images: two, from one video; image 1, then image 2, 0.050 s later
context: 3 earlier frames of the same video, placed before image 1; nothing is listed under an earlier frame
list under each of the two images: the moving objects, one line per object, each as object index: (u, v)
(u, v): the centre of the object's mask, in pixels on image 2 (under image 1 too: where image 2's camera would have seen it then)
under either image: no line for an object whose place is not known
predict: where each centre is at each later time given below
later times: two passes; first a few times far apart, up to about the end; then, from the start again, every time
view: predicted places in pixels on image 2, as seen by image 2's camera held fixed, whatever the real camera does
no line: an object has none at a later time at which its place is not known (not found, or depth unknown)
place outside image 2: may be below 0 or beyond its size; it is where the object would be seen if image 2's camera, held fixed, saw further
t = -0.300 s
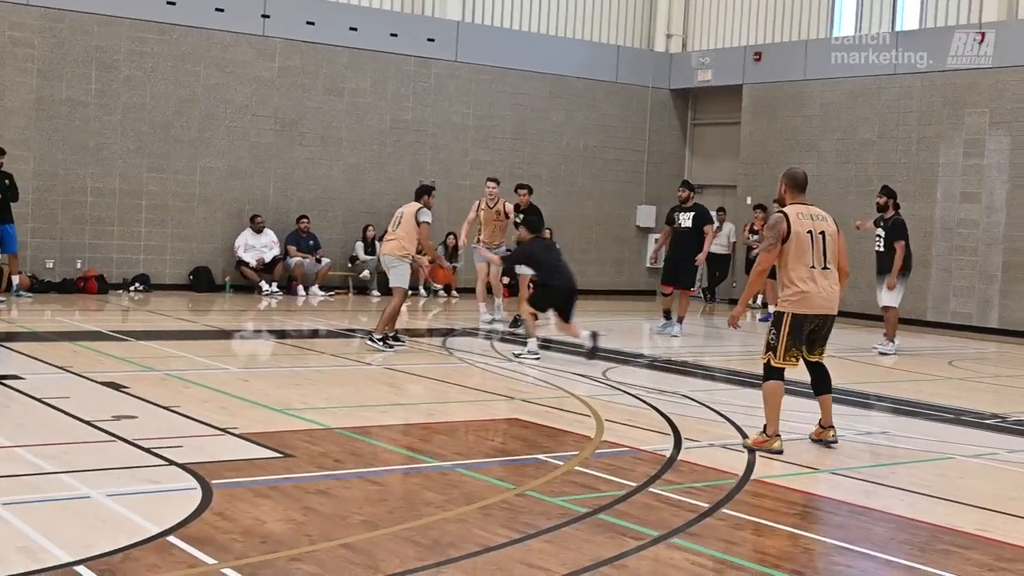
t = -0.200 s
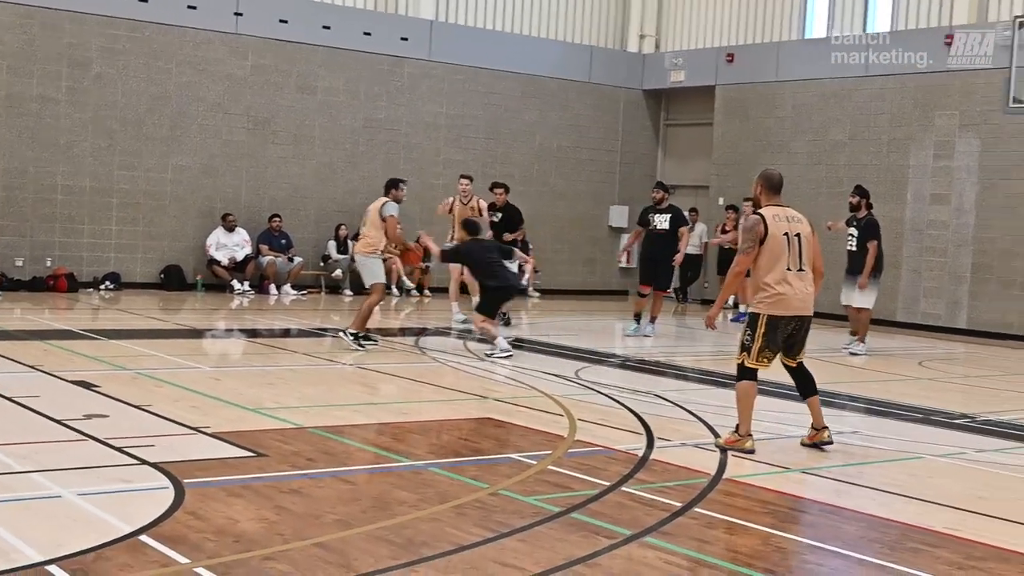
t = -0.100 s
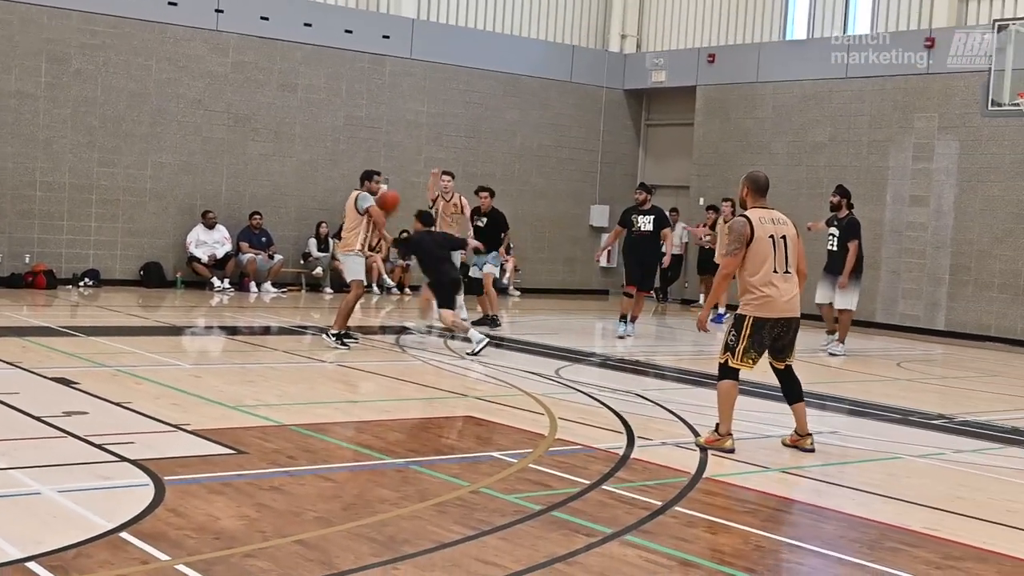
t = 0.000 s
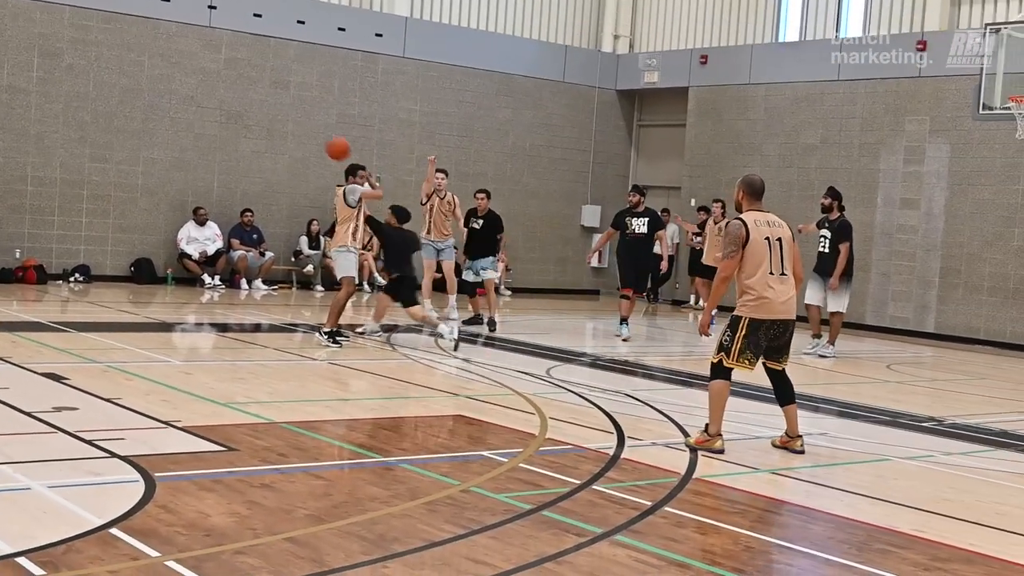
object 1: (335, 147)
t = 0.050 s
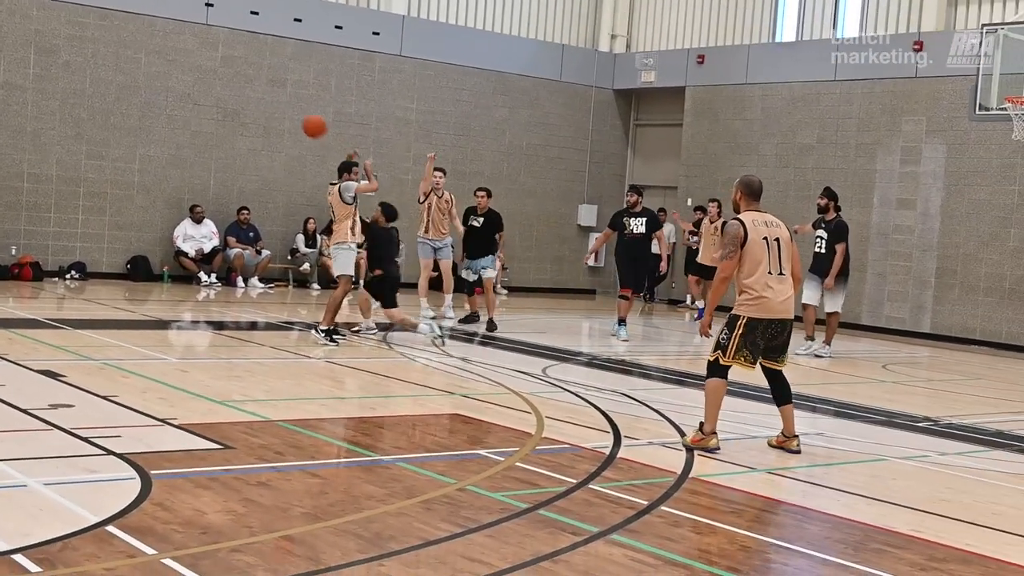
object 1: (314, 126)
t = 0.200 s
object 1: (249, 76)
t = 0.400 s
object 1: (157, 44)
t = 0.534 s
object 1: (90, 44)
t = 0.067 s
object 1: (307, 119)
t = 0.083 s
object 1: (300, 113)
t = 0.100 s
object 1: (293, 107)
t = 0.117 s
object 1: (286, 102)
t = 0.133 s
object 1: (279, 96)
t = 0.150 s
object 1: (271, 90)
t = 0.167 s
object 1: (265, 85)
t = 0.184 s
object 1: (257, 80)
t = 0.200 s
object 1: (249, 76)
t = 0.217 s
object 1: (242, 72)
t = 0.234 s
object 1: (234, 68)
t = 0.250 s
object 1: (227, 64)
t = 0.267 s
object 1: (219, 61)
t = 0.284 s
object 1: (211, 58)
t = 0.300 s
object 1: (204, 55)
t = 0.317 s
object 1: (196, 53)
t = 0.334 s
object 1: (188, 50)
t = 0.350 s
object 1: (181, 49)
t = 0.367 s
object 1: (173, 47)
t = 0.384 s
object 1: (165, 45)
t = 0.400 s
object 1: (157, 44)
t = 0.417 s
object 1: (149, 43)
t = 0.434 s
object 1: (140, 42)
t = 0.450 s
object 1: (132, 42)
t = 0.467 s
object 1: (124, 42)
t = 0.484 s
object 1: (116, 42)
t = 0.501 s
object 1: (107, 43)
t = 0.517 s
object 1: (99, 43)
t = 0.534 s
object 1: (90, 44)
